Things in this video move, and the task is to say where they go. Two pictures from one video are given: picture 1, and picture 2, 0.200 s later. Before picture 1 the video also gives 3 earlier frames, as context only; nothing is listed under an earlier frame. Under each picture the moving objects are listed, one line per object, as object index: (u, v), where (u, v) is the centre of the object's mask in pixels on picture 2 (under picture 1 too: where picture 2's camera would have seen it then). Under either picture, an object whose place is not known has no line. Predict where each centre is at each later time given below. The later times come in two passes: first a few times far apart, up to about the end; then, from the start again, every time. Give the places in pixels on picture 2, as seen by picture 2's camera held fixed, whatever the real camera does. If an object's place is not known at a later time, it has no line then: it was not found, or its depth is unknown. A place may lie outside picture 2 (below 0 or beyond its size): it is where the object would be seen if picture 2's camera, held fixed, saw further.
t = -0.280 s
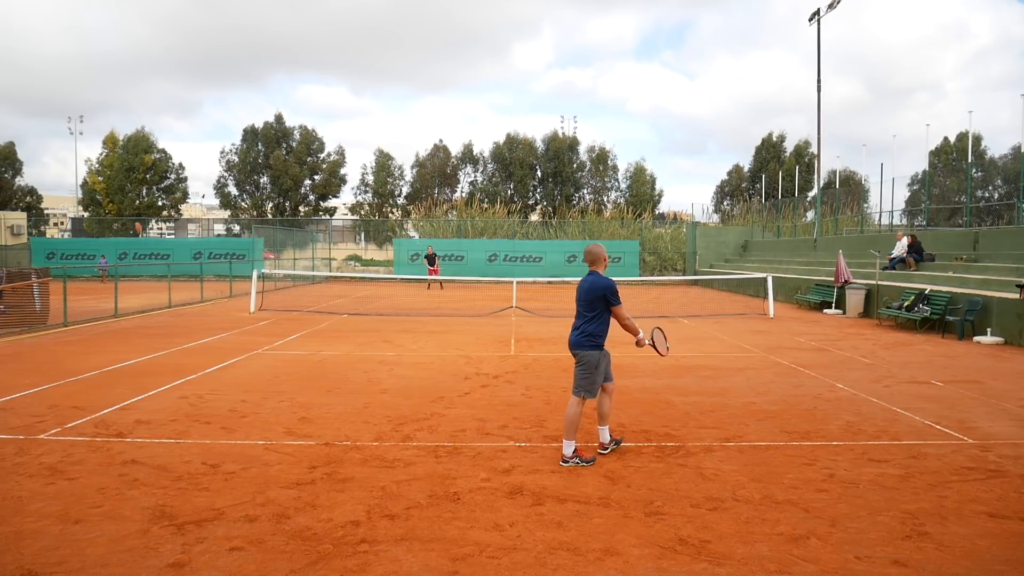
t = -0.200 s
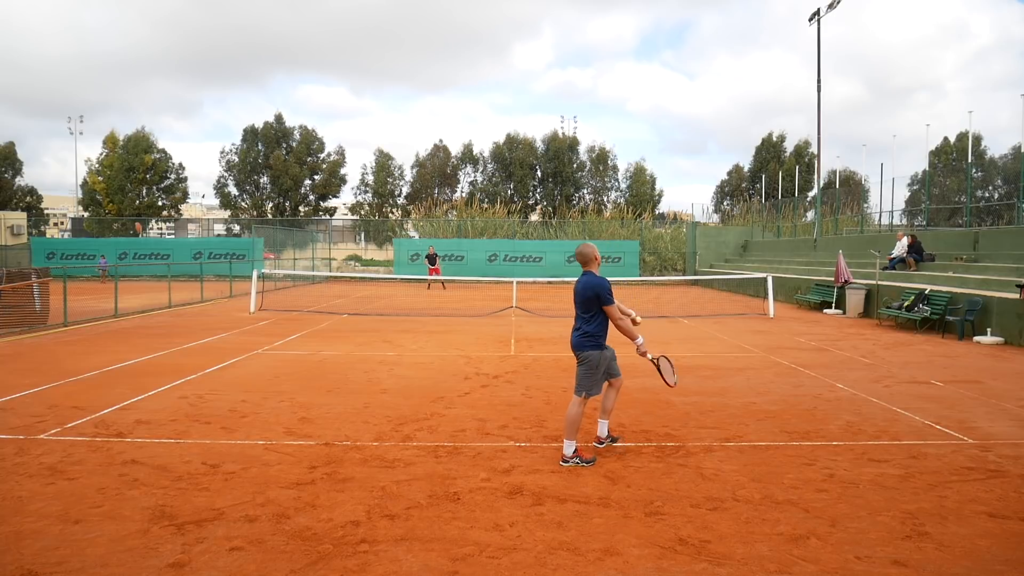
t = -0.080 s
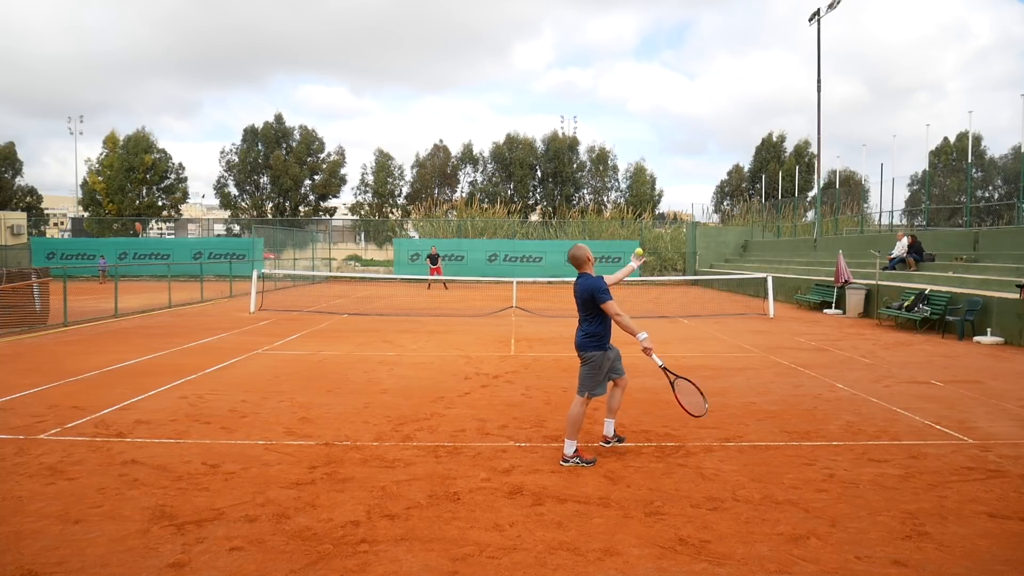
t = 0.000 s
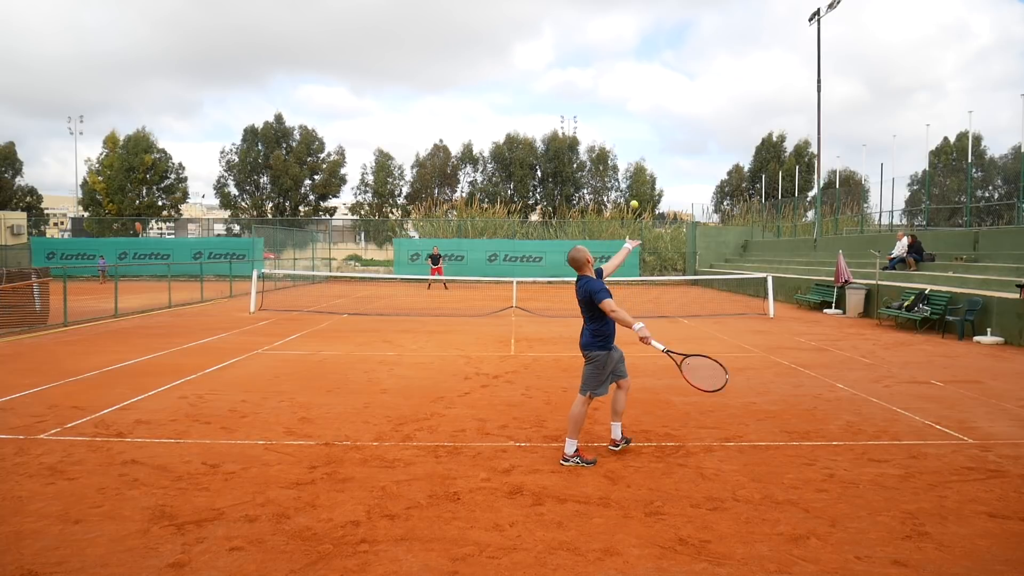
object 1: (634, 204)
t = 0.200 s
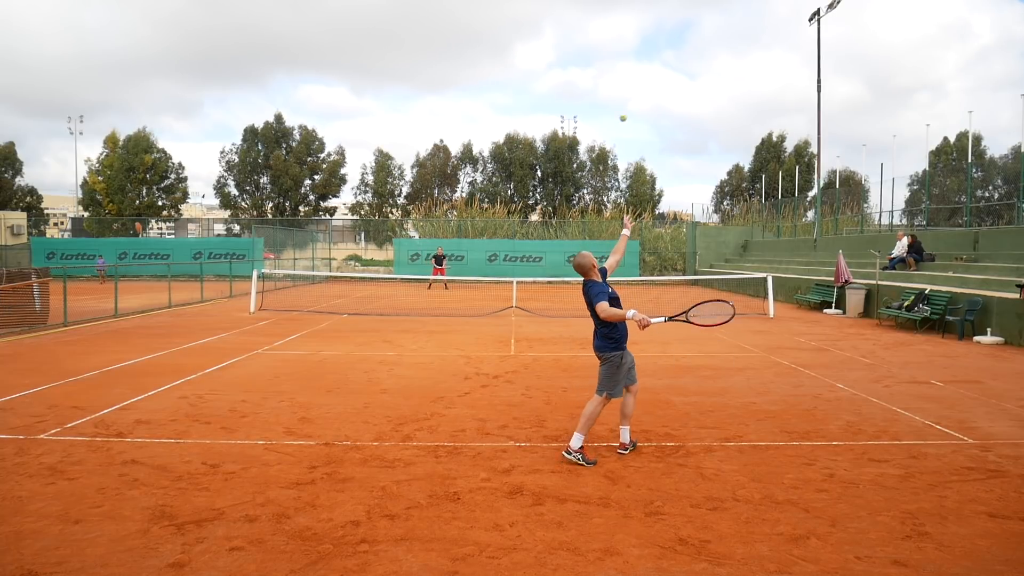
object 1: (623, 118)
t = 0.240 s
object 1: (620, 106)
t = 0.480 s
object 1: (608, 73)
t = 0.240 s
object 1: (620, 106)
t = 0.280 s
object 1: (619, 96)
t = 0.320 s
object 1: (617, 88)
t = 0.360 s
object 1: (614, 81)
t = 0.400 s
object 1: (612, 77)
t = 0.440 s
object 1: (611, 74)
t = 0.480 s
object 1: (608, 73)
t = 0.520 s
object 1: (607, 74)
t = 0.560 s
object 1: (605, 77)
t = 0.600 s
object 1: (603, 81)
